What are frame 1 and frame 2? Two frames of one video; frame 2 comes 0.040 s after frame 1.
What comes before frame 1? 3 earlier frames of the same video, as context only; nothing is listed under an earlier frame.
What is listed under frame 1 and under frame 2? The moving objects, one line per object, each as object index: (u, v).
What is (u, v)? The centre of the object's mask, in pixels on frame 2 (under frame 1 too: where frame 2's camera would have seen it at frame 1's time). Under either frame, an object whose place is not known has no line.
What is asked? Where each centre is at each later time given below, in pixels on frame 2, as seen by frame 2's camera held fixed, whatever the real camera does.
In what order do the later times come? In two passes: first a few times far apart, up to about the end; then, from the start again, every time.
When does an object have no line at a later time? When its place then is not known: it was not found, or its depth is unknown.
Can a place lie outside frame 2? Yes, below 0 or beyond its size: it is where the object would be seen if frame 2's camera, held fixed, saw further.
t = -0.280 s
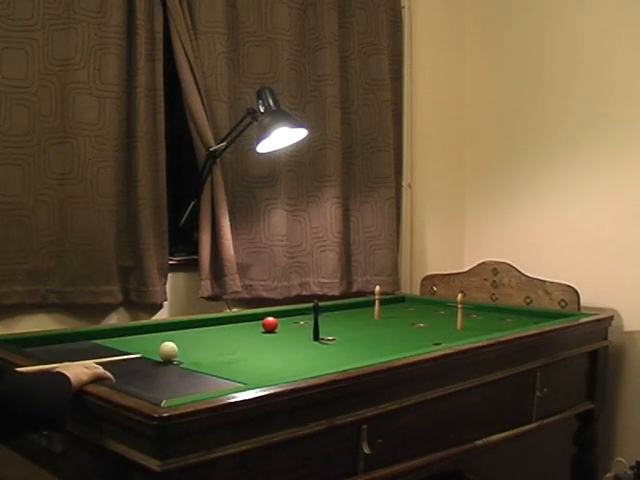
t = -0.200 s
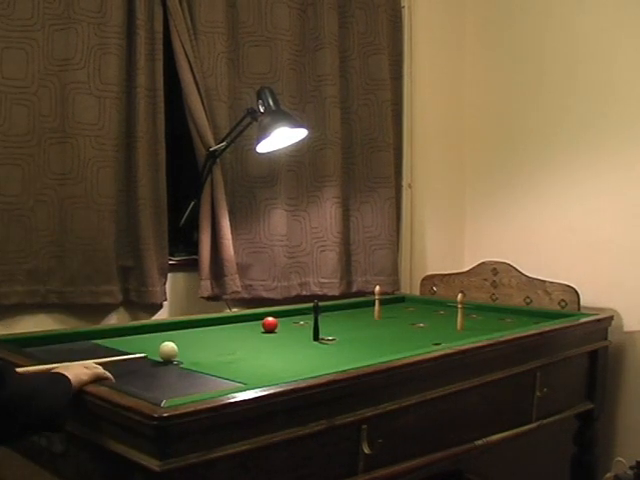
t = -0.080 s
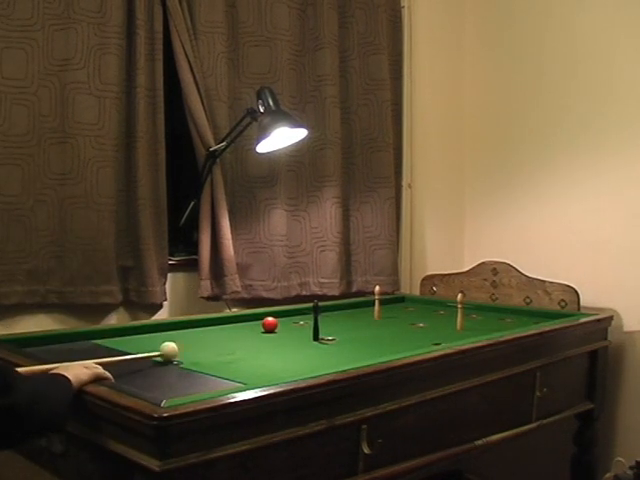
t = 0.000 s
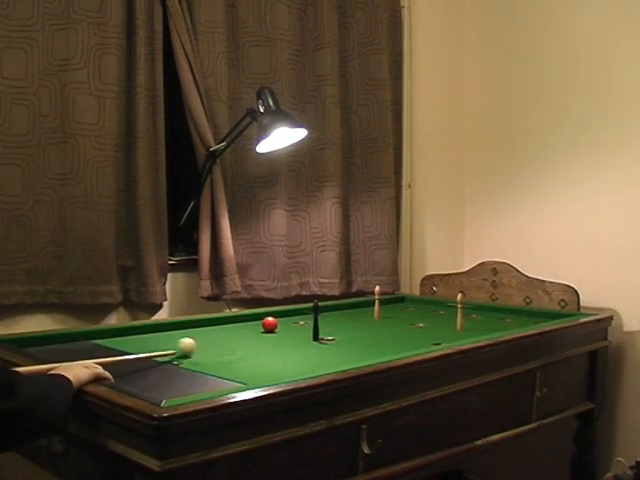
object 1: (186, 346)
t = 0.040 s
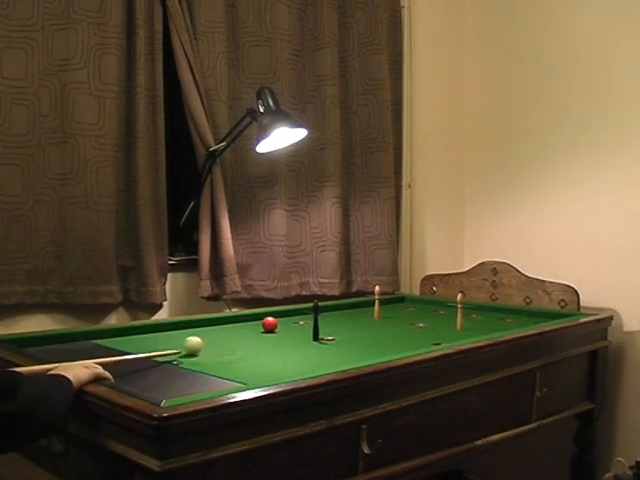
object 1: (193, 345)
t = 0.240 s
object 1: (223, 337)
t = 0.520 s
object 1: (259, 329)
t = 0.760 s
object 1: (287, 325)
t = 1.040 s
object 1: (313, 323)
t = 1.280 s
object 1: (336, 321)
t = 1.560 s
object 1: (358, 320)
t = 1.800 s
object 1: (374, 319)
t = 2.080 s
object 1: (389, 318)
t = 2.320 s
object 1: (401, 317)
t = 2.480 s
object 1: (407, 317)
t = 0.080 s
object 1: (199, 343)
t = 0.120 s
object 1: (206, 342)
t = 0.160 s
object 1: (212, 341)
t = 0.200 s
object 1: (218, 339)
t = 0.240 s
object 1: (223, 337)
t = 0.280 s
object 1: (229, 336)
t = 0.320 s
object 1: (234, 335)
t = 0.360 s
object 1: (240, 333)
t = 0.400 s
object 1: (245, 332)
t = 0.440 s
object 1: (250, 331)
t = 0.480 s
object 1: (255, 330)
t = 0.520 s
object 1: (259, 329)
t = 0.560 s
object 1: (264, 328)
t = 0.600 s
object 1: (269, 326)
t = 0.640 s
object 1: (273, 326)
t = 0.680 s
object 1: (278, 326)
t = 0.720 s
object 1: (282, 325)
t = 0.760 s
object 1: (287, 325)
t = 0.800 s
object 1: (291, 325)
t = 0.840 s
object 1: (295, 325)
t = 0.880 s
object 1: (300, 324)
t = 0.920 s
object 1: (303, 324)
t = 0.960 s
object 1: (306, 324)
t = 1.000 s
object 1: (308, 323)
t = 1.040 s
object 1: (313, 323)
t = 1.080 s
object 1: (322, 323)
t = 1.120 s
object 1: (324, 323)
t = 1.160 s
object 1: (327, 323)
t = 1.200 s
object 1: (330, 322)
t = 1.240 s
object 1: (334, 322)
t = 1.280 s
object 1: (336, 321)
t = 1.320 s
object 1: (340, 321)
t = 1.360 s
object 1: (343, 321)
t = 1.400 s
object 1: (346, 321)
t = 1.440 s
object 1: (349, 321)
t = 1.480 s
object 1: (352, 321)
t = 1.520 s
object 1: (355, 321)
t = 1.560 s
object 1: (358, 320)
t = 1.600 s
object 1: (361, 320)
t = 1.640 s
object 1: (364, 319)
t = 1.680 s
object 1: (366, 319)
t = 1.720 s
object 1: (369, 319)
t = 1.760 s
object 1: (371, 319)
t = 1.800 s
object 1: (374, 319)
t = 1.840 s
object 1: (376, 319)
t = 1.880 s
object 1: (379, 319)
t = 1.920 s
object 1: (381, 319)
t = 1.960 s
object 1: (383, 318)
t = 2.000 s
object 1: (385, 318)
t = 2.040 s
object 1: (387, 318)
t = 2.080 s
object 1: (389, 318)
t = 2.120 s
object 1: (392, 318)
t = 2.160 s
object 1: (393, 318)
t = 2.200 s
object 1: (395, 317)
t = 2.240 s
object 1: (397, 317)
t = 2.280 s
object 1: (399, 317)
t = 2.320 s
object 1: (401, 317)
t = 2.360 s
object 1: (402, 317)
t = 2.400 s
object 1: (404, 317)
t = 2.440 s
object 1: (405, 317)
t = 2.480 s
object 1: (407, 317)
